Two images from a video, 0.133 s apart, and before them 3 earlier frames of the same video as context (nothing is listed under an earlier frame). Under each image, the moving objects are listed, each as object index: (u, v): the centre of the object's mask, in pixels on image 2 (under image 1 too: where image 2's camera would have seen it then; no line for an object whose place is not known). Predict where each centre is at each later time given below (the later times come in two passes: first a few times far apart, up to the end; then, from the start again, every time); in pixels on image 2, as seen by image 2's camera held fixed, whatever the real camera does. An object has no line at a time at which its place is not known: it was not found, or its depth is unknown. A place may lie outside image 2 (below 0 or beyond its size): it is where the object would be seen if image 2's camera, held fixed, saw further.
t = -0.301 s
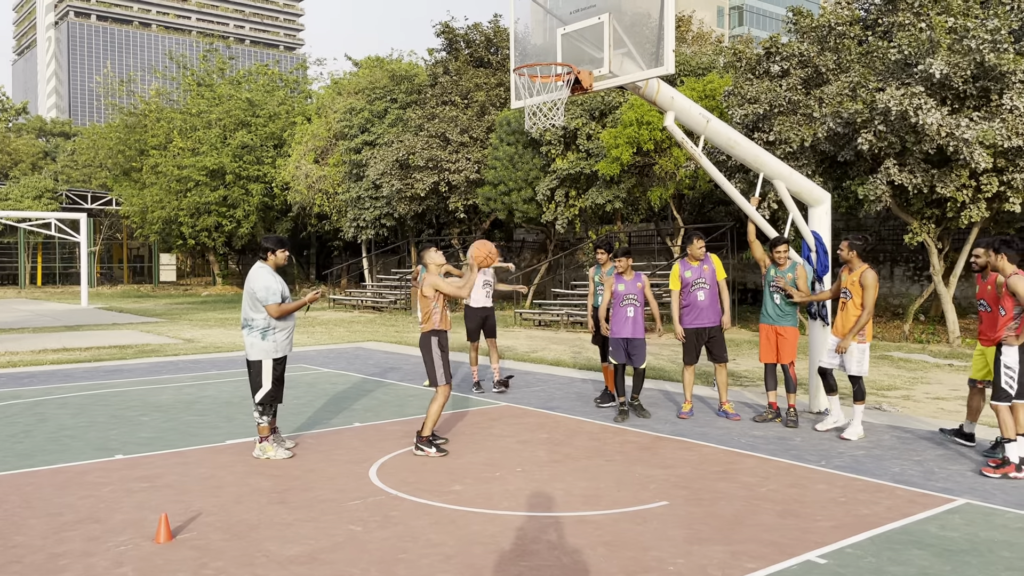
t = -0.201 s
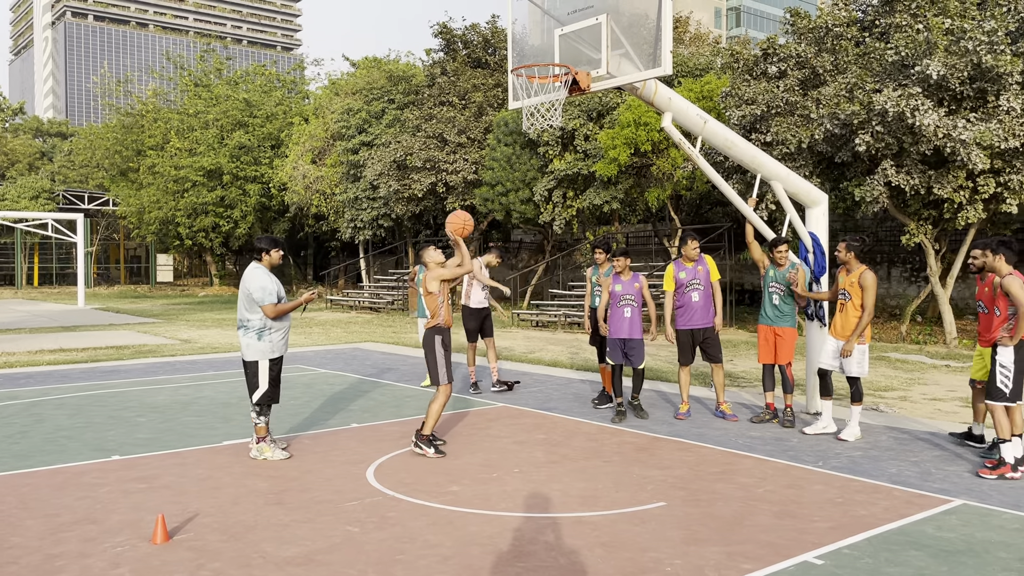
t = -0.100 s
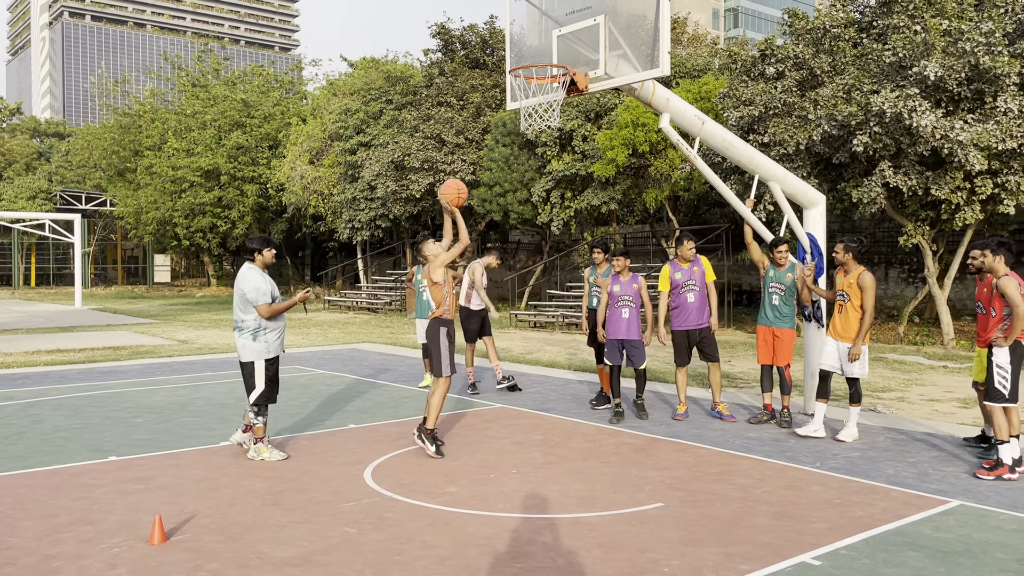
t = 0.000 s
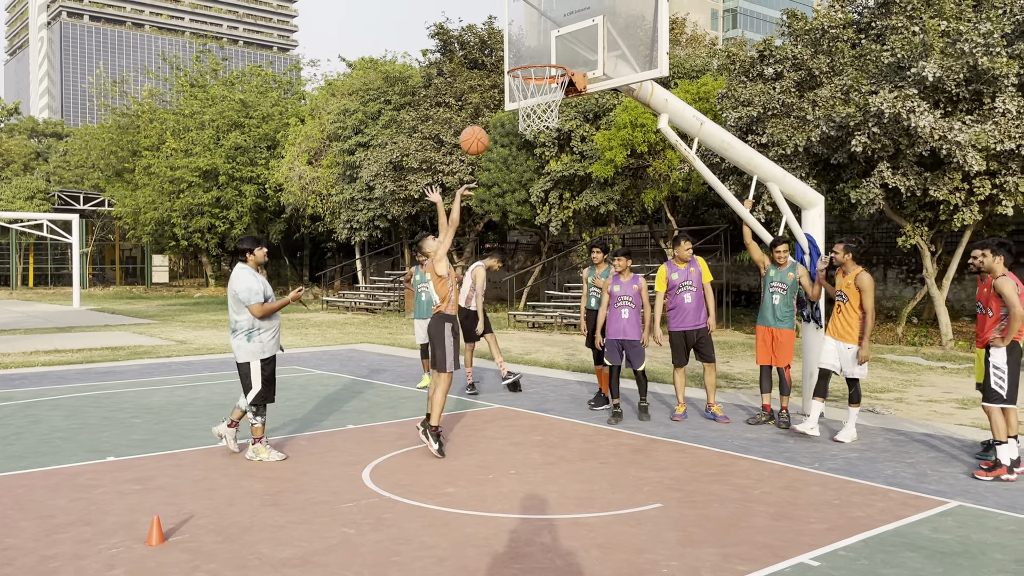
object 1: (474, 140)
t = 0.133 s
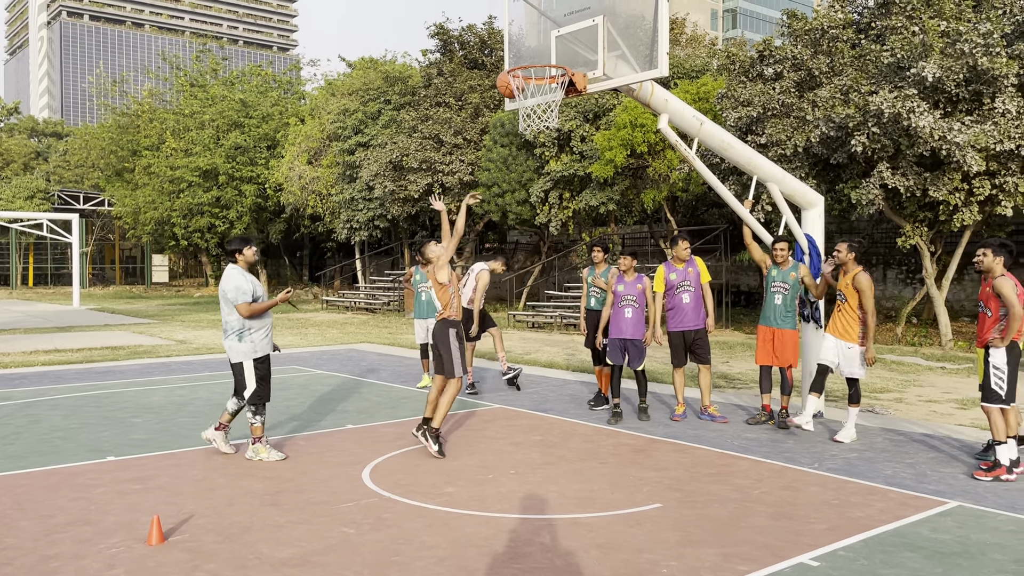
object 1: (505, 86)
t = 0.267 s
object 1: (542, 49)
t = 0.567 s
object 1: (534, 82)
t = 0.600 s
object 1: (538, 91)
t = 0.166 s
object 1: (519, 62)
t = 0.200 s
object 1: (530, 62)
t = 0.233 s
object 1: (539, 53)
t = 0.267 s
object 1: (542, 49)
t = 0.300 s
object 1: (541, 47)
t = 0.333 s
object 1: (539, 47)
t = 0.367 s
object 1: (538, 47)
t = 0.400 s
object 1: (536, 49)
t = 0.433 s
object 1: (535, 51)
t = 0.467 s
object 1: (533, 55)
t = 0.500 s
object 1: (532, 64)
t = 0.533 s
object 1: (530, 71)
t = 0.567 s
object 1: (534, 82)
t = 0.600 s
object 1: (538, 91)
